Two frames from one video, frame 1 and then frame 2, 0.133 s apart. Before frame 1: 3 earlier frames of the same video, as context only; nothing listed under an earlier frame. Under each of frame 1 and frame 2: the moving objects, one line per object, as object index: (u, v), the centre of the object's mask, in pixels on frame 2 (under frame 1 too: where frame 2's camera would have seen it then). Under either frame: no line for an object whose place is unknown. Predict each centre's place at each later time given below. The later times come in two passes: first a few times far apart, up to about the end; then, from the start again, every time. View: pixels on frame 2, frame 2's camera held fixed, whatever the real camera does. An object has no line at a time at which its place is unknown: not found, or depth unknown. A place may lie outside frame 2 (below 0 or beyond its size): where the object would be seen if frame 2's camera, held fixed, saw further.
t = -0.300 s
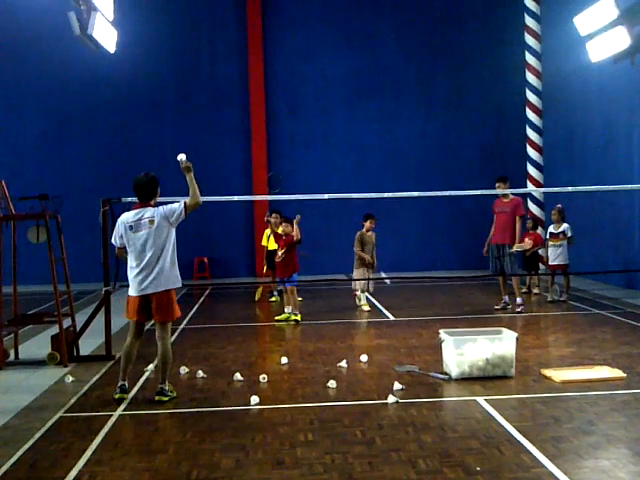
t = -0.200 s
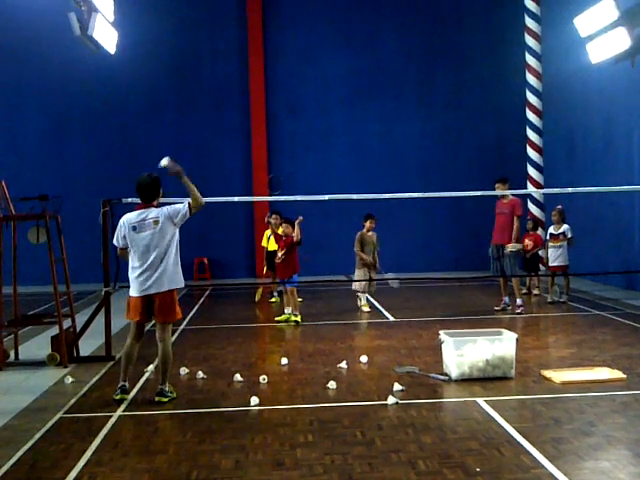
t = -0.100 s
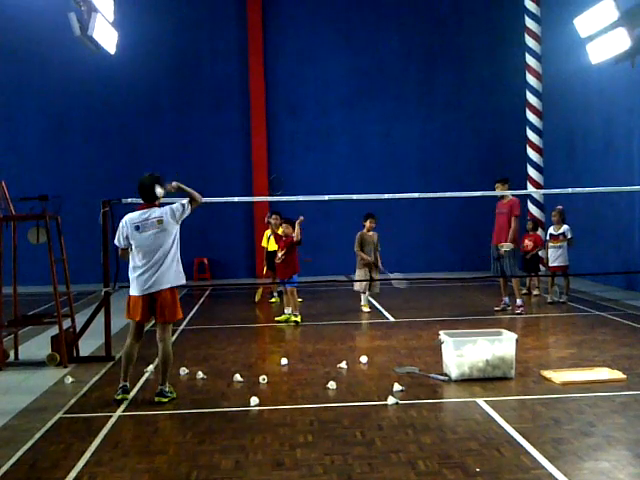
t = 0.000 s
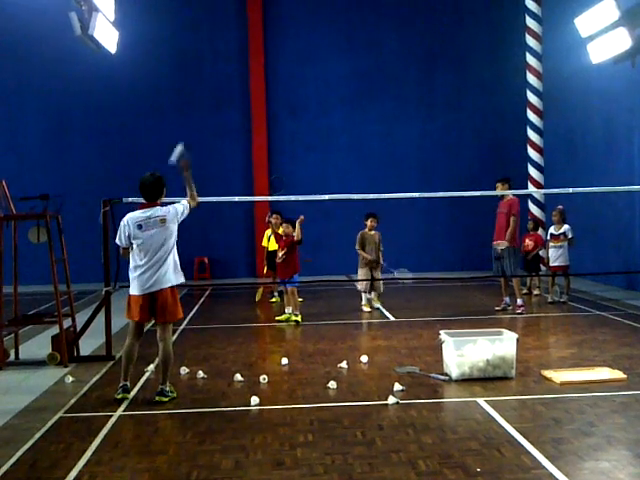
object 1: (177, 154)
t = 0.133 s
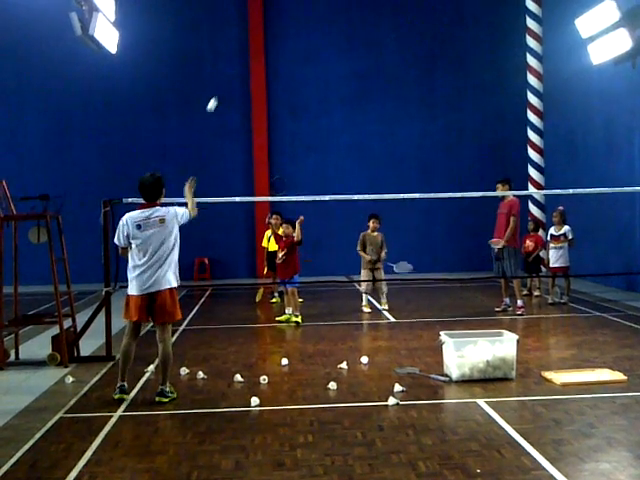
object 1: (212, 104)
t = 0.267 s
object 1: (233, 82)
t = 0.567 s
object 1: (262, 102)
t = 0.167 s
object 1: (217, 95)
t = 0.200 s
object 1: (223, 89)
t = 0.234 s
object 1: (228, 85)
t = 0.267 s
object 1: (233, 82)
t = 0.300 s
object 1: (237, 81)
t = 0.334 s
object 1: (242, 80)
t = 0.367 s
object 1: (244, 81)
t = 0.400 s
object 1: (247, 82)
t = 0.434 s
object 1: (251, 84)
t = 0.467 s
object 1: (254, 87)
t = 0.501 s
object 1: (257, 91)
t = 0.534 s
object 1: (260, 97)
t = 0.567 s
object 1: (262, 102)
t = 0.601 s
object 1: (265, 108)
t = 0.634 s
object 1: (267, 115)
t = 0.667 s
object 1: (270, 123)
